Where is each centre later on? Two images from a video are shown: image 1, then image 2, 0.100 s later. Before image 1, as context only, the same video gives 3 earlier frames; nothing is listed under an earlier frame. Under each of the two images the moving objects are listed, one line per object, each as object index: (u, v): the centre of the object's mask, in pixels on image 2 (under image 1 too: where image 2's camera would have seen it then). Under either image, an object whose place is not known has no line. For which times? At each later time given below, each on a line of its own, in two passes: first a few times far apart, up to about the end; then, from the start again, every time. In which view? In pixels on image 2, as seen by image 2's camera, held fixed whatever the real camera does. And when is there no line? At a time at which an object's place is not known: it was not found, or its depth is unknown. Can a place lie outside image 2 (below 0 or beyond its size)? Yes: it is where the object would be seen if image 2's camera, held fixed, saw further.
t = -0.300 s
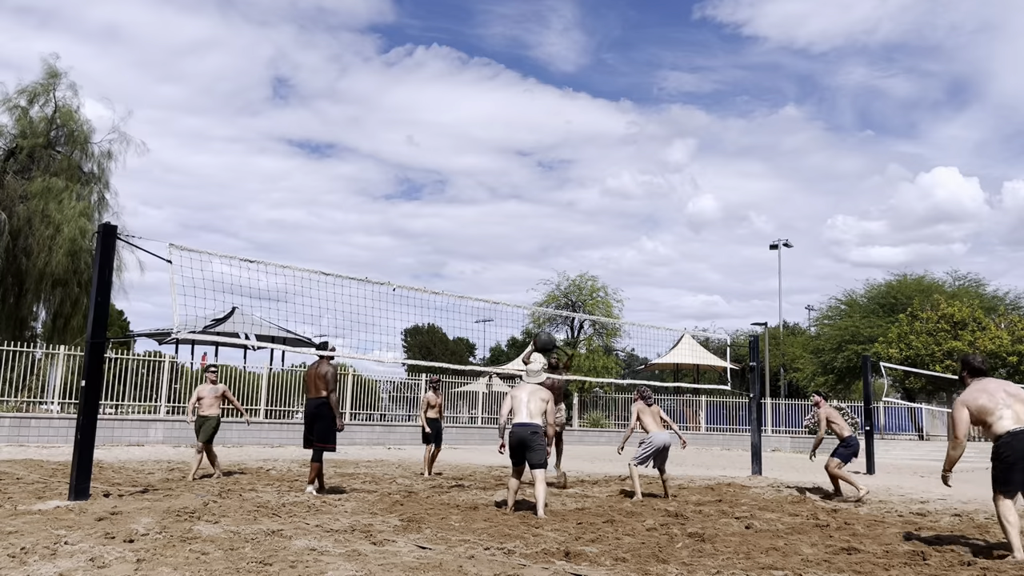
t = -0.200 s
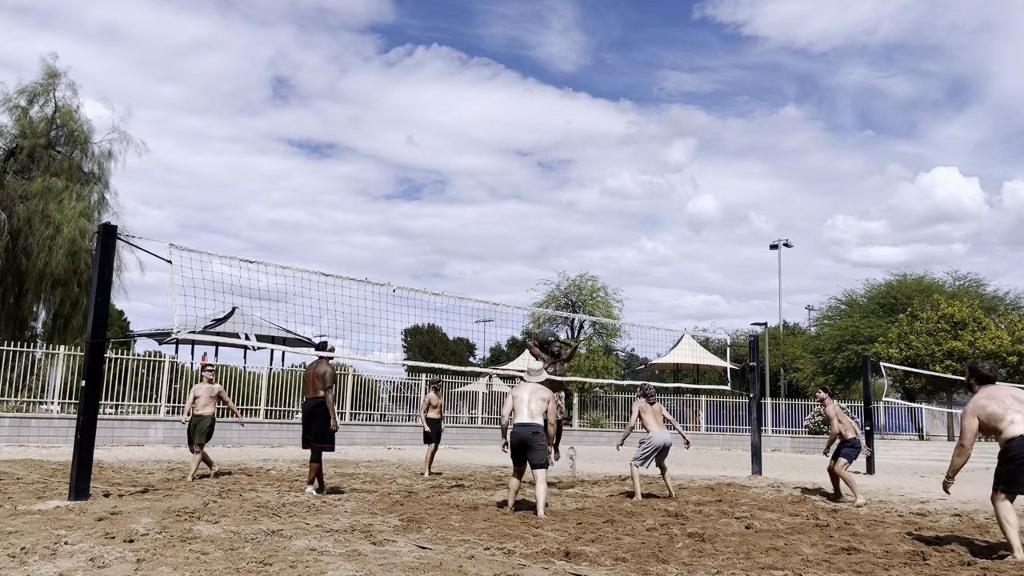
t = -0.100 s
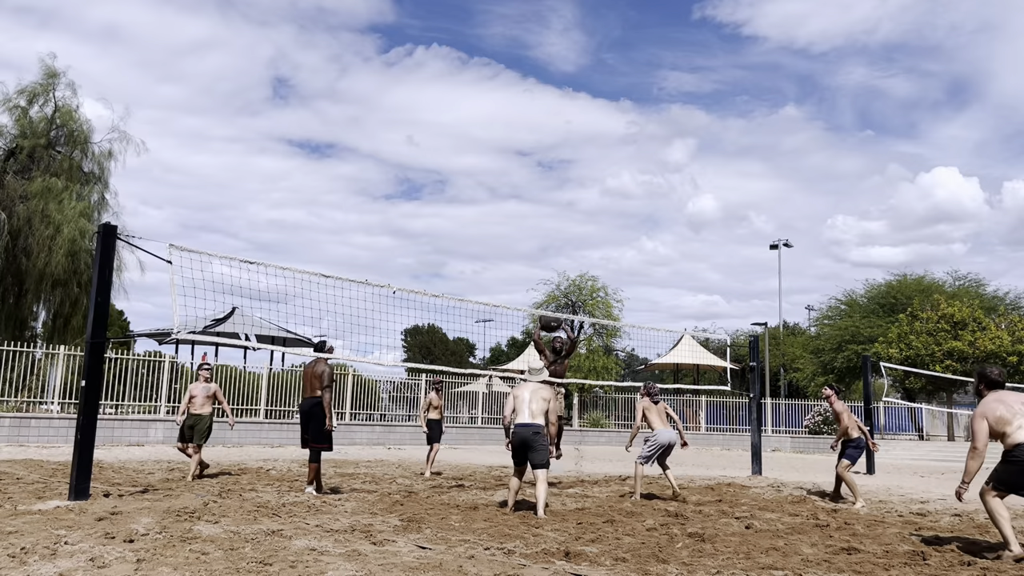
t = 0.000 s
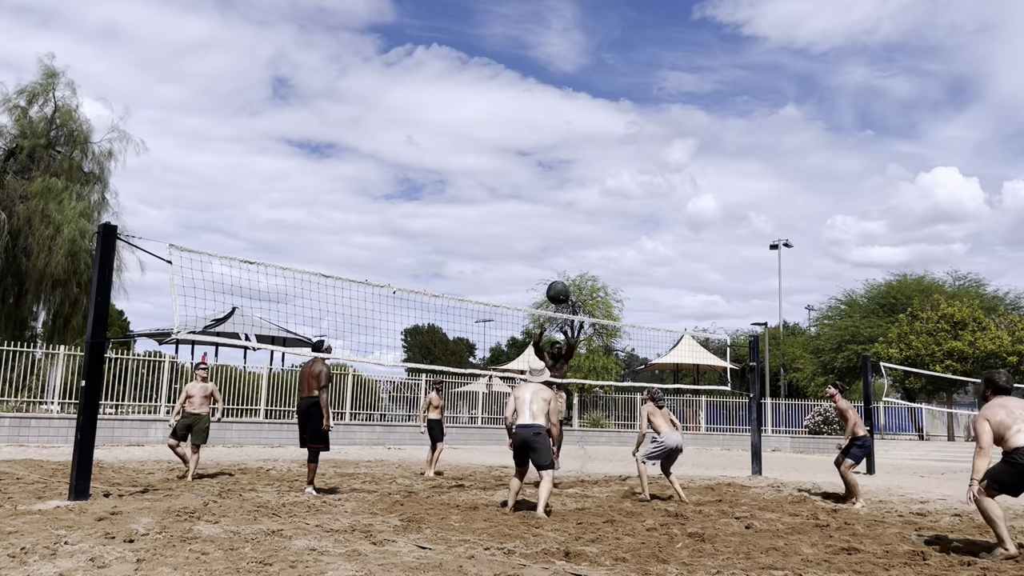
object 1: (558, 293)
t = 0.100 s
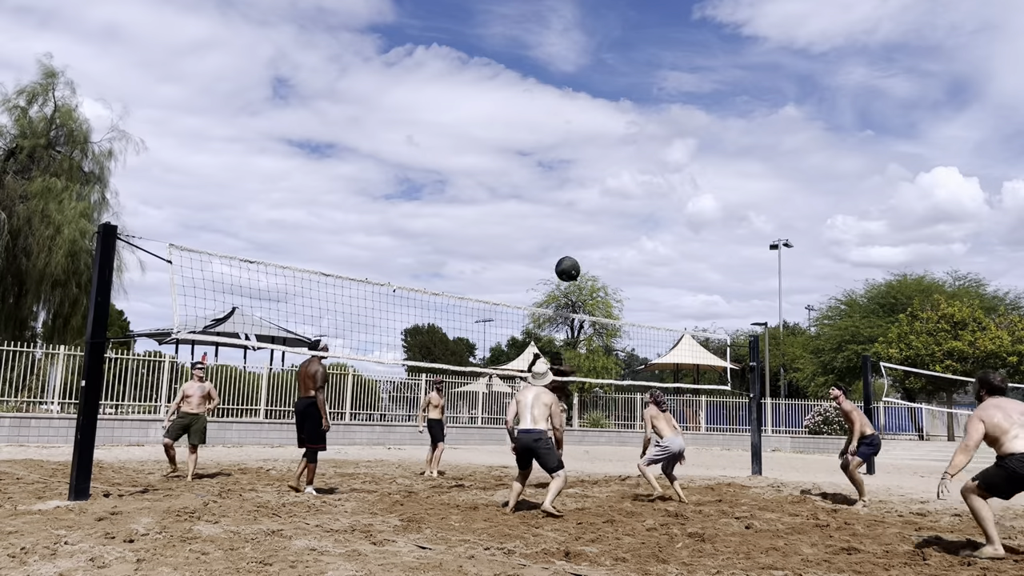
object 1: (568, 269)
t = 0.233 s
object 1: (582, 245)
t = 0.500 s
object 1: (616, 233)
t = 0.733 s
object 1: (657, 282)
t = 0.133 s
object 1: (571, 262)
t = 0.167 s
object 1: (574, 256)
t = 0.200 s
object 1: (578, 250)
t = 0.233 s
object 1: (582, 245)
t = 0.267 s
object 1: (585, 241)
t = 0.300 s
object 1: (589, 238)
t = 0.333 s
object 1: (593, 235)
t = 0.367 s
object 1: (597, 233)
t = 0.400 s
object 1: (602, 232)
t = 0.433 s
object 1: (606, 231)
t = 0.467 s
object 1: (611, 232)
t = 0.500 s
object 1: (616, 233)
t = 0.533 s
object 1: (621, 236)
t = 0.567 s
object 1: (626, 240)
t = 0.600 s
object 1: (632, 246)
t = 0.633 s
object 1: (637, 252)
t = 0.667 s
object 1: (644, 260)
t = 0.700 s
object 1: (650, 270)
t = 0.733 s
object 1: (657, 282)
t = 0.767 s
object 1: (664, 296)
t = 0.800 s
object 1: (671, 312)
